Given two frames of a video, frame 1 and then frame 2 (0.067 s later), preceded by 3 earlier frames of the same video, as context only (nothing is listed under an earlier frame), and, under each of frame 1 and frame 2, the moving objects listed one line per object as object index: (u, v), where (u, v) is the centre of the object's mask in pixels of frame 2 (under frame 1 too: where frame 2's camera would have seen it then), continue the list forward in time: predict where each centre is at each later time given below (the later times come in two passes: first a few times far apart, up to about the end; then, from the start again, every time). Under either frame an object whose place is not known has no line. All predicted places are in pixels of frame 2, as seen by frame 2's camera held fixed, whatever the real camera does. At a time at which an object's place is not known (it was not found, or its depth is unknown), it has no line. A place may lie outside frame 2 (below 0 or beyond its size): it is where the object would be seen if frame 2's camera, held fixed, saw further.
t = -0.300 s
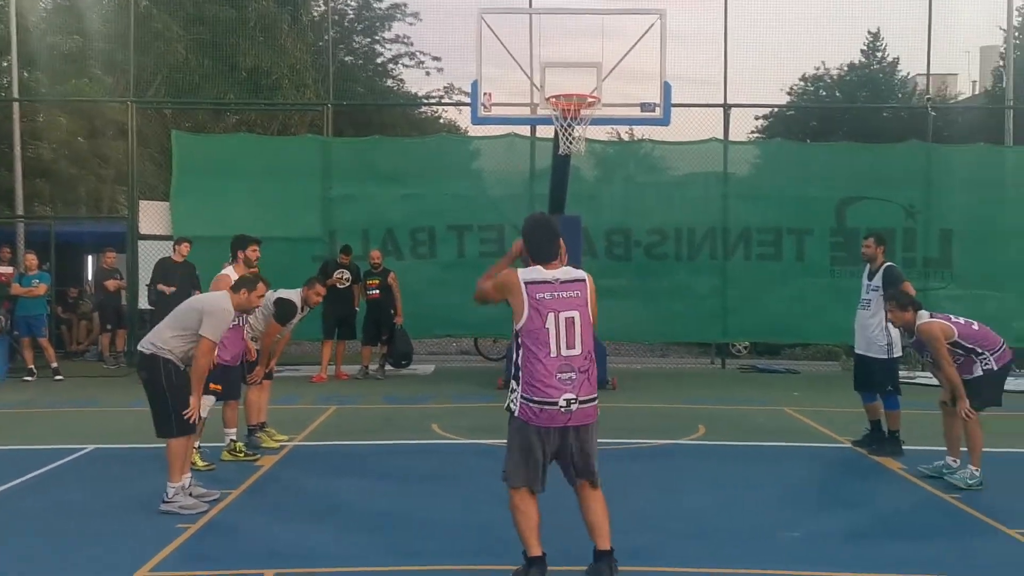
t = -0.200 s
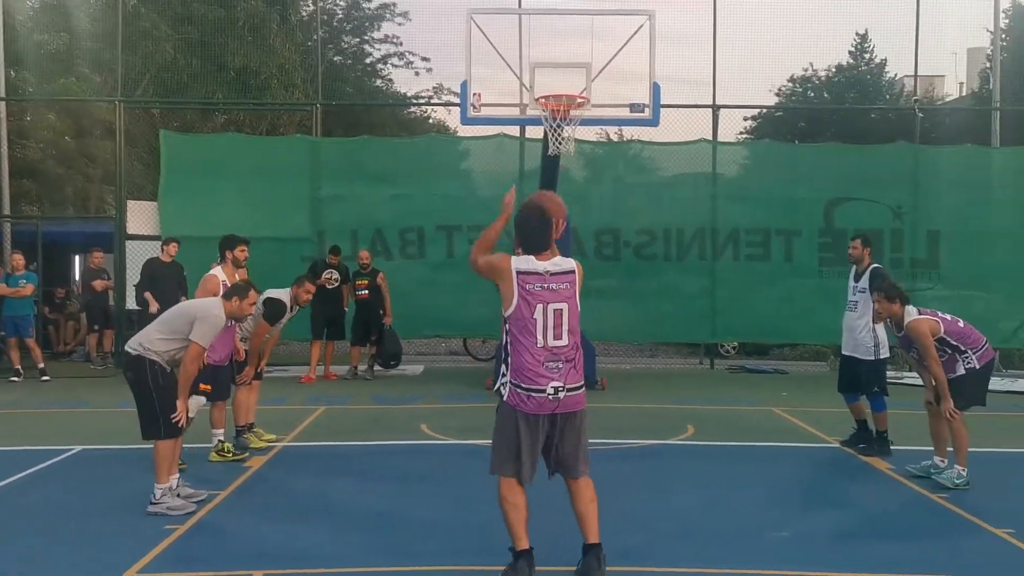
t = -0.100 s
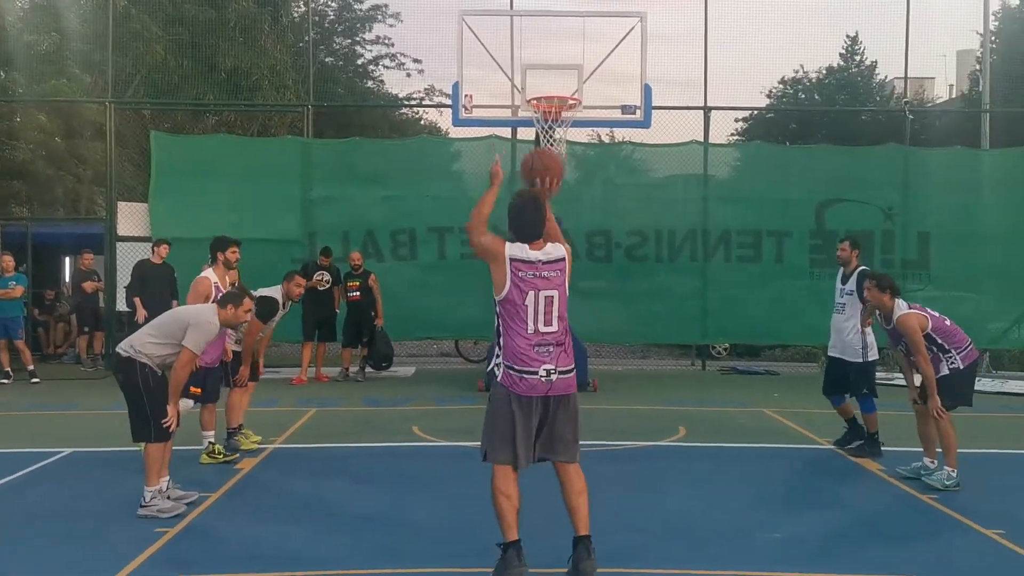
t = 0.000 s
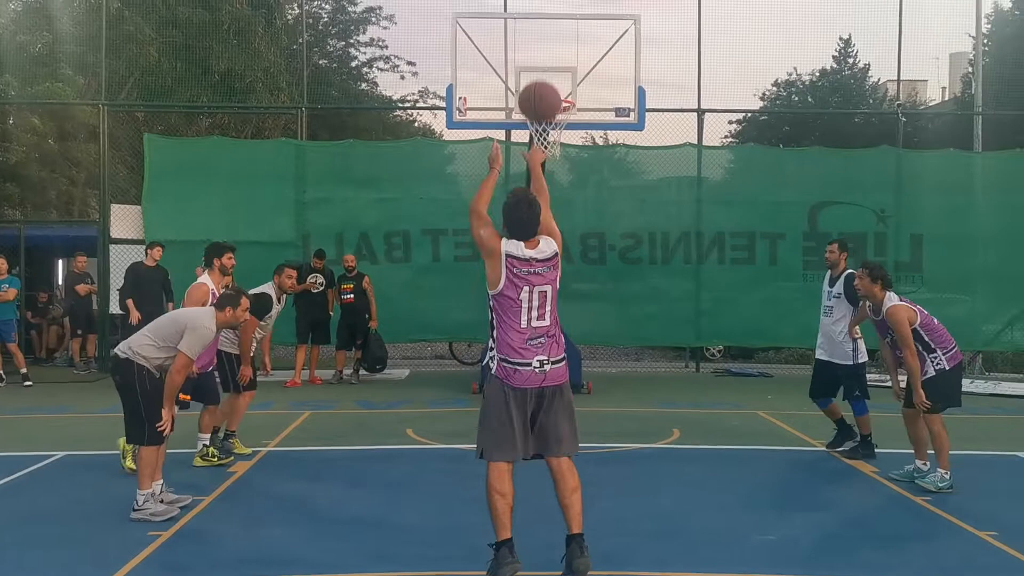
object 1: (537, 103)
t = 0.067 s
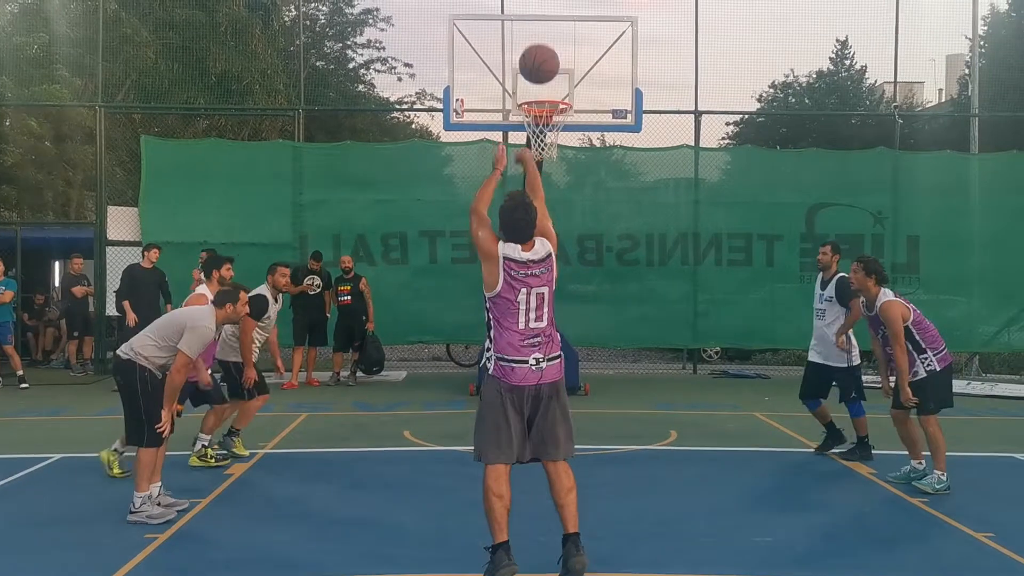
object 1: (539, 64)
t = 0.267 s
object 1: (544, 7)
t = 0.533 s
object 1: (550, 22)
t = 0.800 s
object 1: (554, 90)
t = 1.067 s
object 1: (536, 70)
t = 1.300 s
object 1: (516, 76)
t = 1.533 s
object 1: (489, 130)
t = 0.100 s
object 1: (540, 48)
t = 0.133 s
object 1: (541, 35)
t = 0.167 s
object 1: (542, 25)
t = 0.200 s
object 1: (543, 16)
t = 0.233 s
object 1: (544, 11)
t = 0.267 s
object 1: (544, 7)
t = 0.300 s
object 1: (545, 5)
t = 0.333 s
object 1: (546, 4)
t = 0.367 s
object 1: (547, 3)
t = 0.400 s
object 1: (548, 4)
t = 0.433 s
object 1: (548, 6)
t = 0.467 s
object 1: (549, 10)
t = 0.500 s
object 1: (550, 15)
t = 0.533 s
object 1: (550, 22)
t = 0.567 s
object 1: (551, 30)
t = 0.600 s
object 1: (551, 39)
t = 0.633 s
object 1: (552, 48)
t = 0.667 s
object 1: (553, 59)
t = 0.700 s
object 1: (553, 71)
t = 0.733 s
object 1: (554, 83)
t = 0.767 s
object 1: (554, 89)
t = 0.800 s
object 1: (554, 90)
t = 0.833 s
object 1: (554, 91)
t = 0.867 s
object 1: (554, 93)
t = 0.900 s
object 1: (551, 90)
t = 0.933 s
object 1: (548, 86)
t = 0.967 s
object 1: (545, 81)
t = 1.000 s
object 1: (541, 77)
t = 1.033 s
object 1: (538, 74)
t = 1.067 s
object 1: (536, 70)
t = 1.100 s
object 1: (533, 67)
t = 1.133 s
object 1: (530, 66)
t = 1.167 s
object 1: (527, 66)
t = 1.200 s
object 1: (525, 66)
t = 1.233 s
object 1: (522, 68)
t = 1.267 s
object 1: (519, 72)
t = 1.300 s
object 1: (516, 76)
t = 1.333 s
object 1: (513, 82)
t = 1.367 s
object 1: (510, 89)
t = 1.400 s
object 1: (507, 97)
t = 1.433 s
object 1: (503, 104)
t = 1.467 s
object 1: (498, 111)
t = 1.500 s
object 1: (494, 120)
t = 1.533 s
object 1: (489, 130)
